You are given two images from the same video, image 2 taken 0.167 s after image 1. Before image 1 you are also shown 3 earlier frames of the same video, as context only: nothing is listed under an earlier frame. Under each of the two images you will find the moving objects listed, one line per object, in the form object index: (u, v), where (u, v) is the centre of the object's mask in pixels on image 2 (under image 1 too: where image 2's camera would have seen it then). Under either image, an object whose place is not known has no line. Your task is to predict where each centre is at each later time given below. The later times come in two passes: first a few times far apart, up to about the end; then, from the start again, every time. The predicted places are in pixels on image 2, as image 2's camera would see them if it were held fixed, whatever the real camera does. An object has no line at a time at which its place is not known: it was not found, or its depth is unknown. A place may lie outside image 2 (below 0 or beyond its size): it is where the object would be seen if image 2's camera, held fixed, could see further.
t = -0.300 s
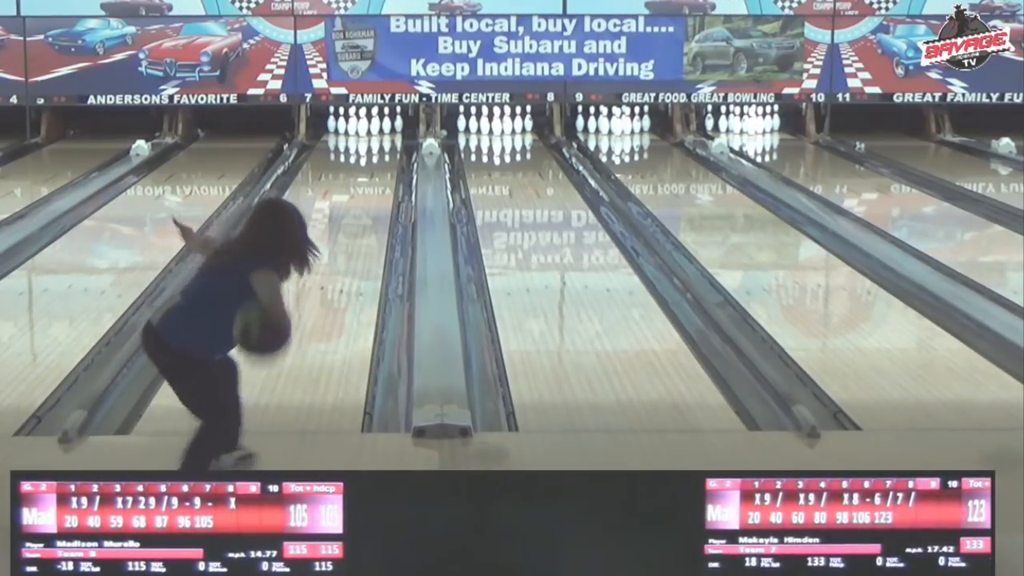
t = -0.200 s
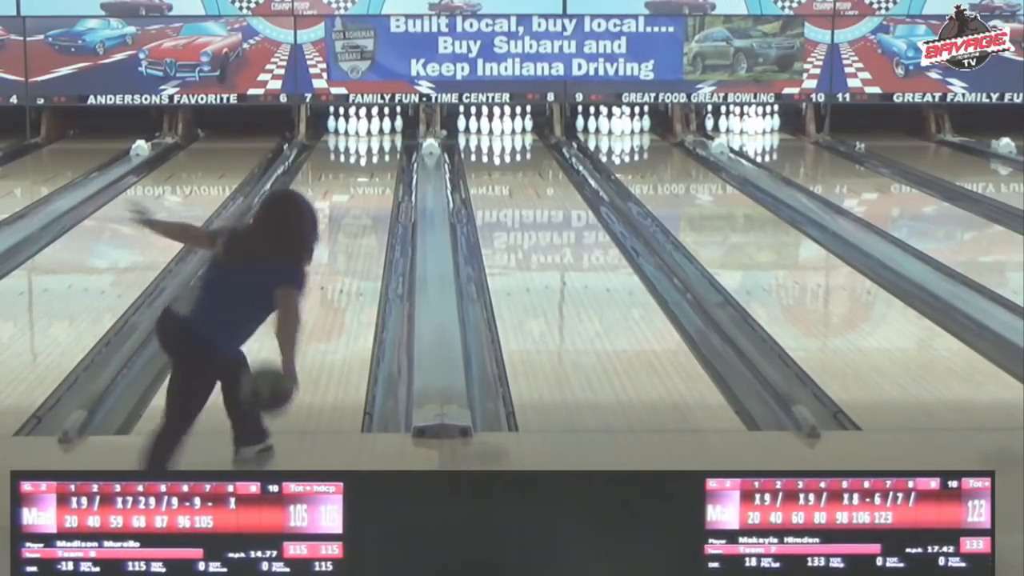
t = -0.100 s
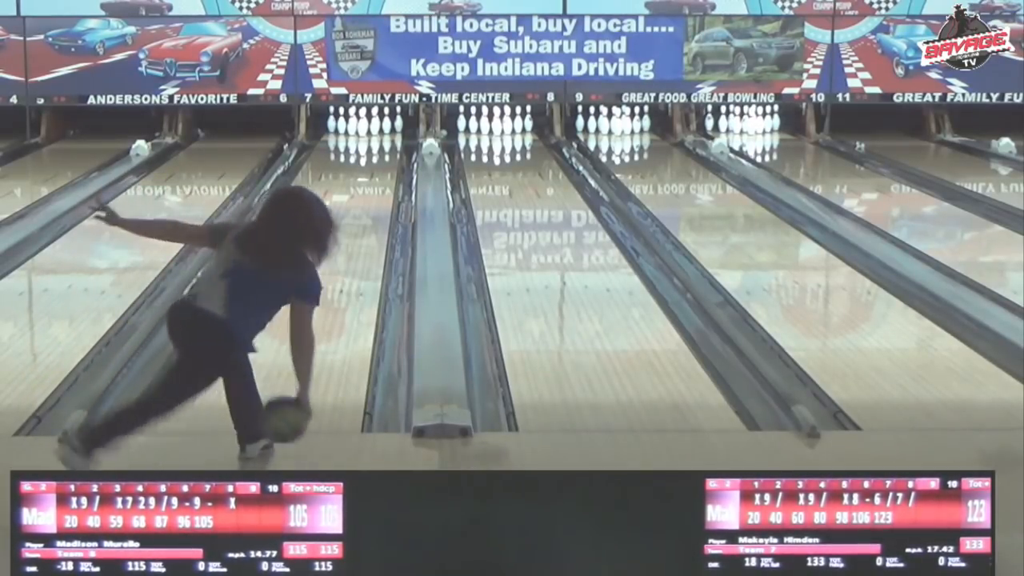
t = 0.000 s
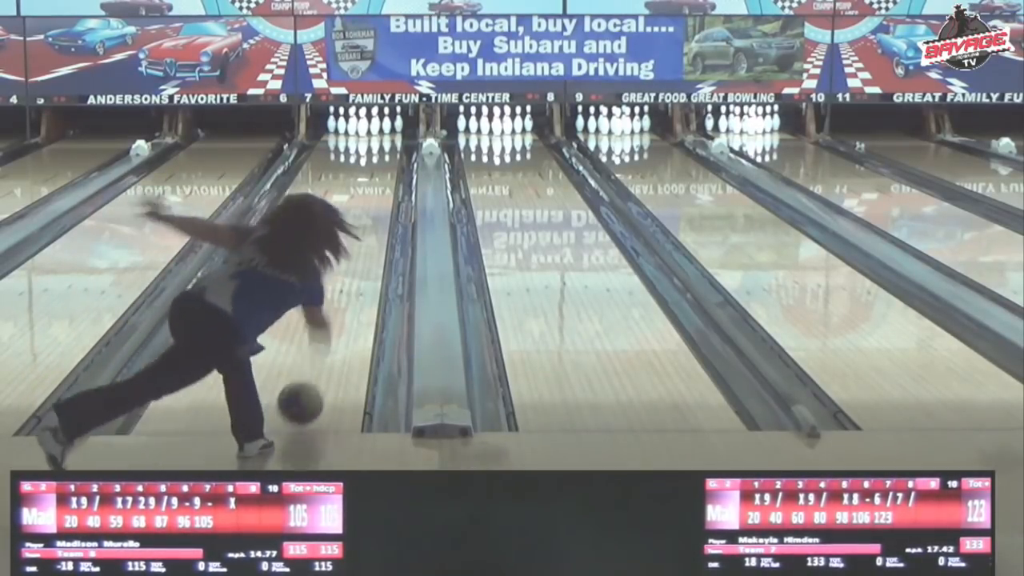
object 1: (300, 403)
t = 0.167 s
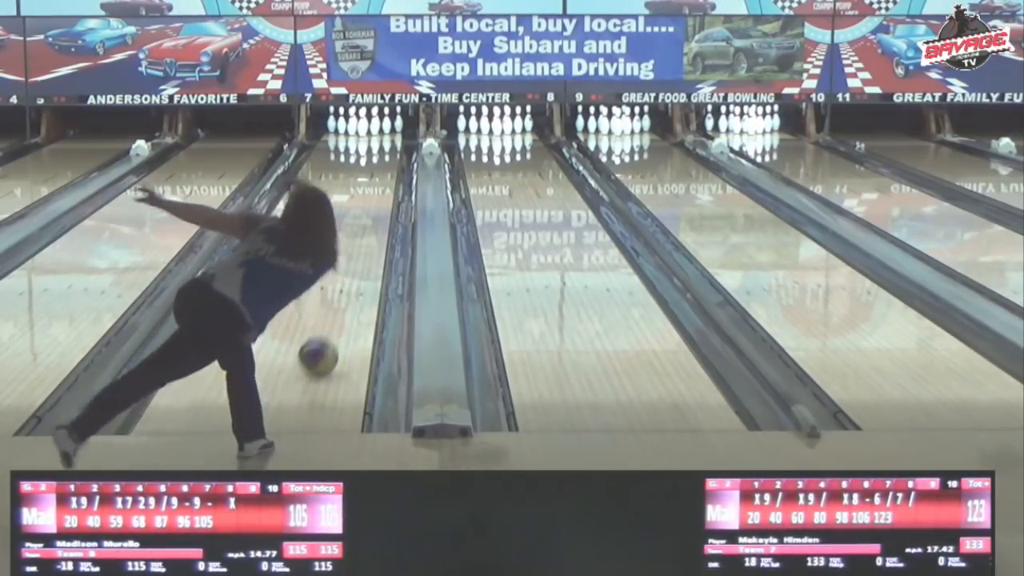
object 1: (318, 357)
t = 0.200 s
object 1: (321, 349)
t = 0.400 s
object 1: (336, 303)
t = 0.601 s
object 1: (354, 262)
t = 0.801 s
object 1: (355, 240)
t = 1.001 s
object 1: (361, 217)
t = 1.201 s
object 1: (366, 197)
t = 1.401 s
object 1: (368, 182)
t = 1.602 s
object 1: (373, 168)
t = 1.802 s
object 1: (374, 157)
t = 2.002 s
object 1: (372, 147)
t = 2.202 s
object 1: (370, 138)
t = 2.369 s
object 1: (366, 132)
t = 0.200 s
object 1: (321, 349)
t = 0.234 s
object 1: (324, 339)
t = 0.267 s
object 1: (327, 331)
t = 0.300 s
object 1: (329, 324)
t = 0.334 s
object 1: (331, 317)
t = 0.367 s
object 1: (334, 310)
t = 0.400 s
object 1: (336, 303)
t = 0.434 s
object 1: (338, 297)
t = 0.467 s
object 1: (340, 290)
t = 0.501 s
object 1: (342, 285)
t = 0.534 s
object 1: (343, 279)
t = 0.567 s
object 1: (344, 275)
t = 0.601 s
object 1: (354, 262)
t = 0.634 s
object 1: (349, 262)
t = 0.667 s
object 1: (350, 257)
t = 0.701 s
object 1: (351, 253)
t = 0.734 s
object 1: (352, 249)
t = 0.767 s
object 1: (353, 244)
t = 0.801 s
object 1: (355, 240)
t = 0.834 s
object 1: (356, 236)
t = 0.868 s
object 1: (357, 233)
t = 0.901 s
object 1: (358, 229)
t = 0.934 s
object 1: (359, 224)
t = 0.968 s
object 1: (360, 220)
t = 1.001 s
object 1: (361, 217)
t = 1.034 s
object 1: (362, 214)
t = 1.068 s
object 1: (363, 211)
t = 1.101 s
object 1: (363, 207)
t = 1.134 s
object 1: (365, 203)
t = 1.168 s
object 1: (365, 201)
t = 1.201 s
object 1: (366, 197)
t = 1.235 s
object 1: (366, 194)
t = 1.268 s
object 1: (367, 192)
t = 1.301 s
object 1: (367, 189)
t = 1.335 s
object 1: (369, 185)
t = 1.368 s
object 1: (368, 184)
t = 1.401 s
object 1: (368, 182)
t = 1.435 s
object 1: (370, 178)
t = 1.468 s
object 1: (371, 176)
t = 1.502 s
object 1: (371, 174)
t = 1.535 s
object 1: (372, 172)
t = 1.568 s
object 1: (373, 170)
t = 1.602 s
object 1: (373, 168)
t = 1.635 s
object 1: (373, 165)
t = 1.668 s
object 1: (373, 164)
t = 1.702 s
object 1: (373, 162)
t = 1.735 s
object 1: (374, 160)
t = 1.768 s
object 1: (374, 158)
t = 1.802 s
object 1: (374, 157)
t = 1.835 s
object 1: (374, 155)
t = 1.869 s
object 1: (374, 153)
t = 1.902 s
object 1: (373, 151)
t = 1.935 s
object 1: (372, 150)
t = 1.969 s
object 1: (372, 148)
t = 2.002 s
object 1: (372, 147)
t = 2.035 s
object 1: (372, 144)
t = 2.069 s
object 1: (373, 143)
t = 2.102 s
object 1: (372, 142)
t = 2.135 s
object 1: (371, 141)
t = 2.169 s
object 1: (371, 139)
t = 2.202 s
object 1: (370, 138)
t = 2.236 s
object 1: (370, 136)
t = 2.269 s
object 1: (369, 135)
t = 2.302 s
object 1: (368, 135)
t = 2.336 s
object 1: (367, 133)
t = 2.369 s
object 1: (366, 132)
